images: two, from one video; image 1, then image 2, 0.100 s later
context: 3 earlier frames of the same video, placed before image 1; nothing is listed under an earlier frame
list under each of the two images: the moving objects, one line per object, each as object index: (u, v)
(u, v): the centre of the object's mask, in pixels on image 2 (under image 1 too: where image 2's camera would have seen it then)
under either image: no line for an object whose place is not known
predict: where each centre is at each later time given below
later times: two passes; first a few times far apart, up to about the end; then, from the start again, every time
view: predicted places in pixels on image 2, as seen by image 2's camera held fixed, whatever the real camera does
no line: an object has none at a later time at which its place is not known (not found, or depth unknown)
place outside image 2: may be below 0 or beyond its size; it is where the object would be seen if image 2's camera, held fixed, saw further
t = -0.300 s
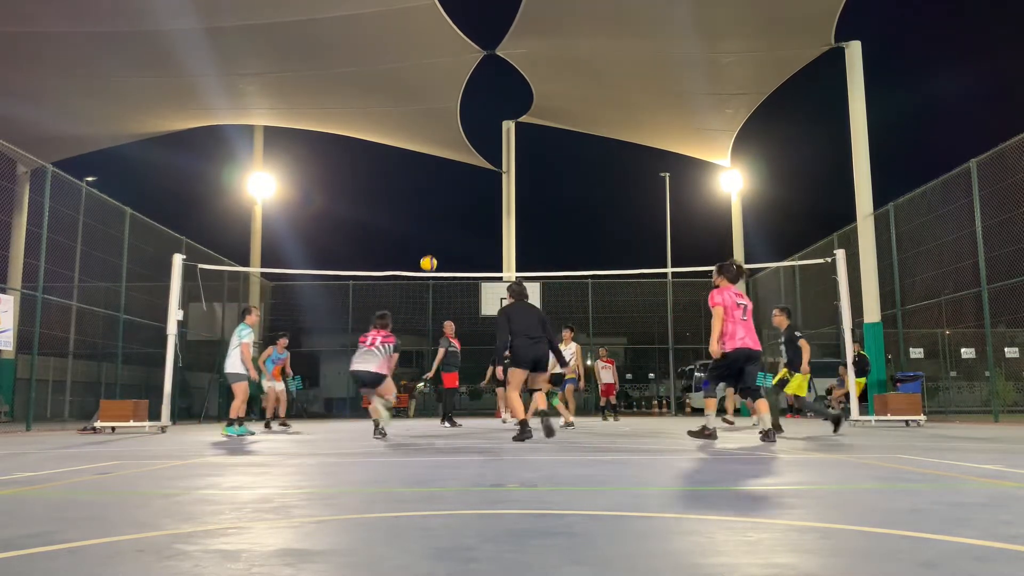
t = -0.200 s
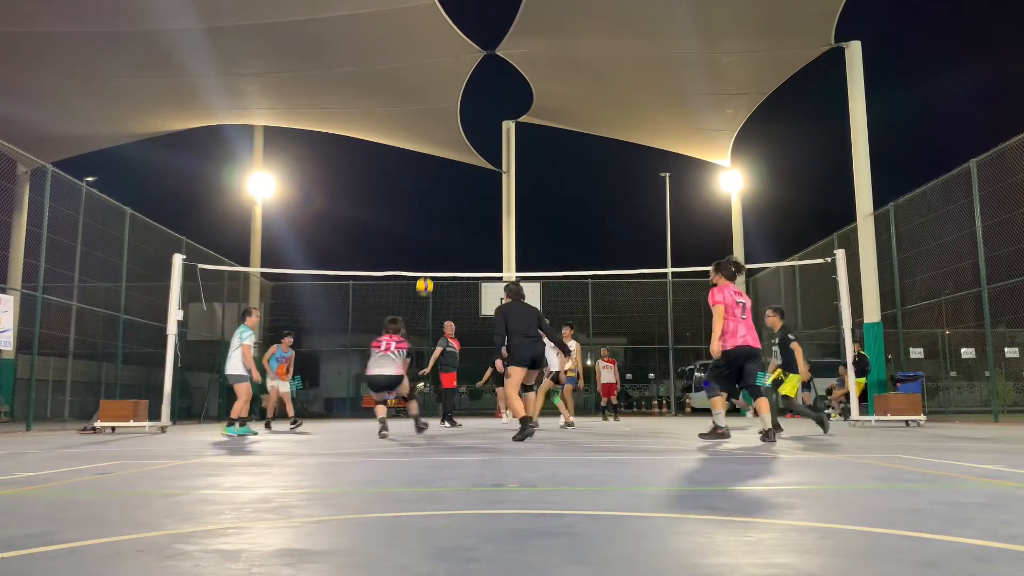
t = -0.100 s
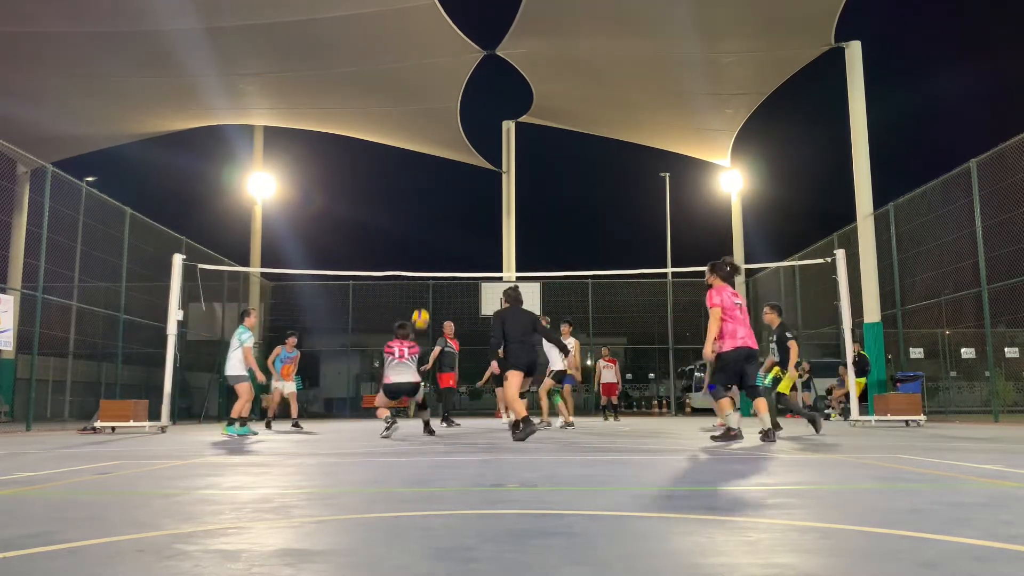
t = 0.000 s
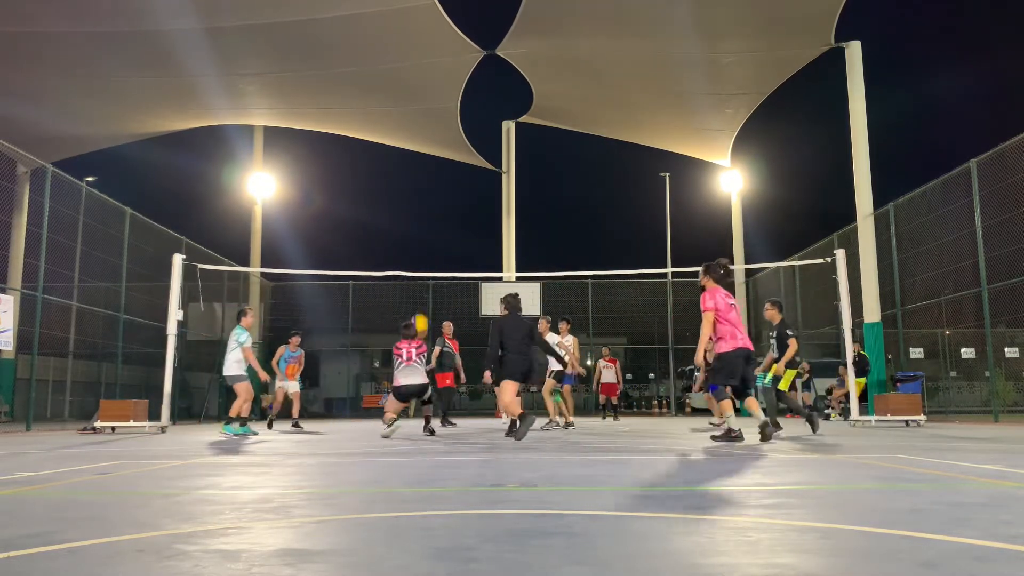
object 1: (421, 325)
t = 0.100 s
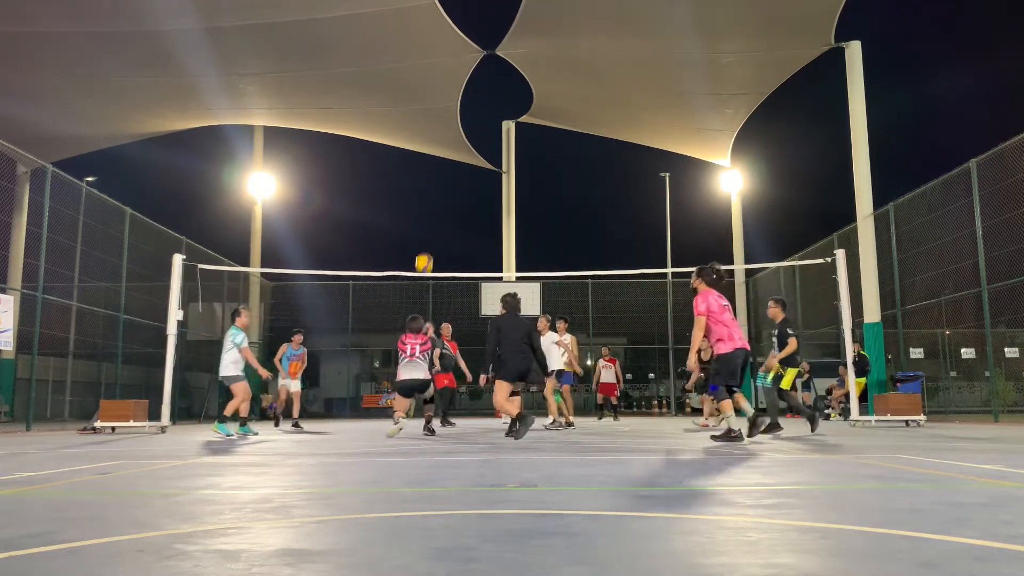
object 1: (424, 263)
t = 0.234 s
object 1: (430, 197)
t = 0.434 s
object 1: (439, 125)
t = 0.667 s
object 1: (450, 81)
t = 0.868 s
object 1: (459, 72)
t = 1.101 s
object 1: (469, 98)
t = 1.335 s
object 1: (482, 161)
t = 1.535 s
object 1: (494, 244)
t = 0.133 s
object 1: (425, 246)
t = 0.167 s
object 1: (427, 229)
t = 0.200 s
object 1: (429, 212)
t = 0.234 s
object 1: (430, 197)
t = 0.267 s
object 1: (432, 183)
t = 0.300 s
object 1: (433, 169)
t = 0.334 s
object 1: (435, 158)
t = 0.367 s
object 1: (436, 145)
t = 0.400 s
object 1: (438, 135)
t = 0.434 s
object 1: (439, 125)
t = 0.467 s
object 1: (441, 116)
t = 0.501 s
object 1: (443, 108)
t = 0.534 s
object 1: (444, 101)
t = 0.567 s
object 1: (446, 94)
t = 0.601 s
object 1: (447, 89)
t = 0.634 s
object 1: (449, 84)
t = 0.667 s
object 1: (450, 81)
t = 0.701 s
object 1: (451, 77)
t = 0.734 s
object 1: (453, 75)
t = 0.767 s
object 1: (454, 73)
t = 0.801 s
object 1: (456, 72)
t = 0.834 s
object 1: (457, 72)
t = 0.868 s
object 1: (459, 72)
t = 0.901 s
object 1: (461, 74)
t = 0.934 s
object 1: (462, 76)
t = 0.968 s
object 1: (464, 79)
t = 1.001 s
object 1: (465, 83)
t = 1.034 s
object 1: (467, 87)
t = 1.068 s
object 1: (468, 92)
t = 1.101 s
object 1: (469, 98)
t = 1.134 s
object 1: (471, 105)
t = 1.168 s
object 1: (473, 112)
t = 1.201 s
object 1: (475, 121)
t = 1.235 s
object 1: (476, 130)
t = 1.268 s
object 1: (478, 139)
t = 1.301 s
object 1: (480, 149)
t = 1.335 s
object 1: (482, 161)
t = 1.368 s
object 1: (484, 174)
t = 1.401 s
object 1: (486, 186)
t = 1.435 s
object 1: (488, 199)
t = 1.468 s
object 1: (490, 213)
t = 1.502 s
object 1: (492, 228)
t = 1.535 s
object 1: (494, 244)
